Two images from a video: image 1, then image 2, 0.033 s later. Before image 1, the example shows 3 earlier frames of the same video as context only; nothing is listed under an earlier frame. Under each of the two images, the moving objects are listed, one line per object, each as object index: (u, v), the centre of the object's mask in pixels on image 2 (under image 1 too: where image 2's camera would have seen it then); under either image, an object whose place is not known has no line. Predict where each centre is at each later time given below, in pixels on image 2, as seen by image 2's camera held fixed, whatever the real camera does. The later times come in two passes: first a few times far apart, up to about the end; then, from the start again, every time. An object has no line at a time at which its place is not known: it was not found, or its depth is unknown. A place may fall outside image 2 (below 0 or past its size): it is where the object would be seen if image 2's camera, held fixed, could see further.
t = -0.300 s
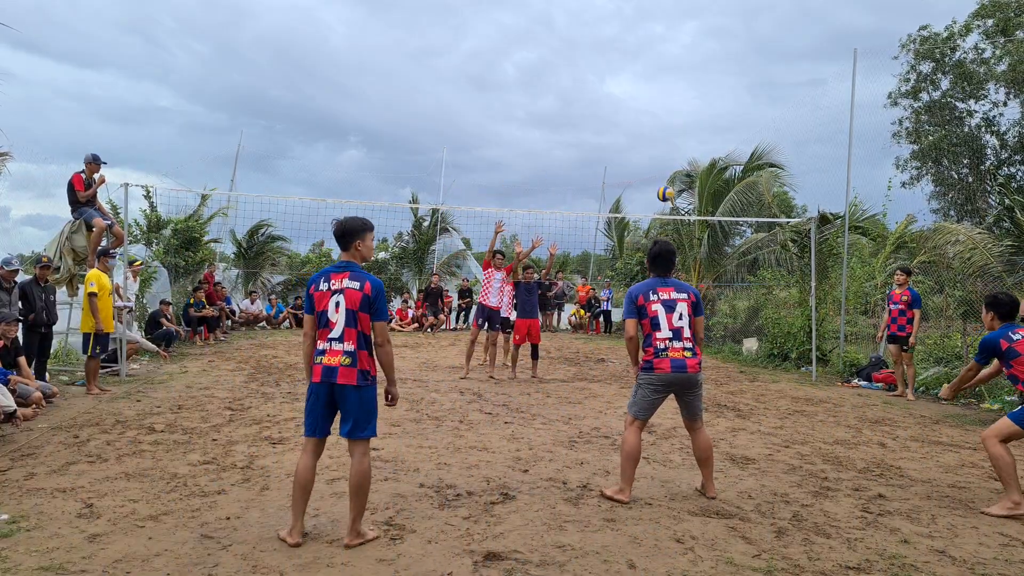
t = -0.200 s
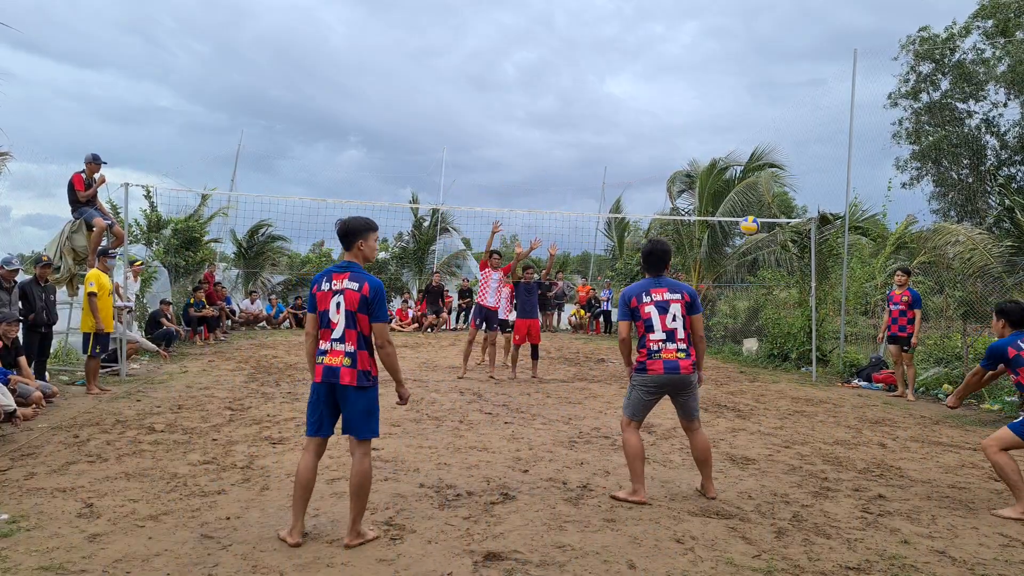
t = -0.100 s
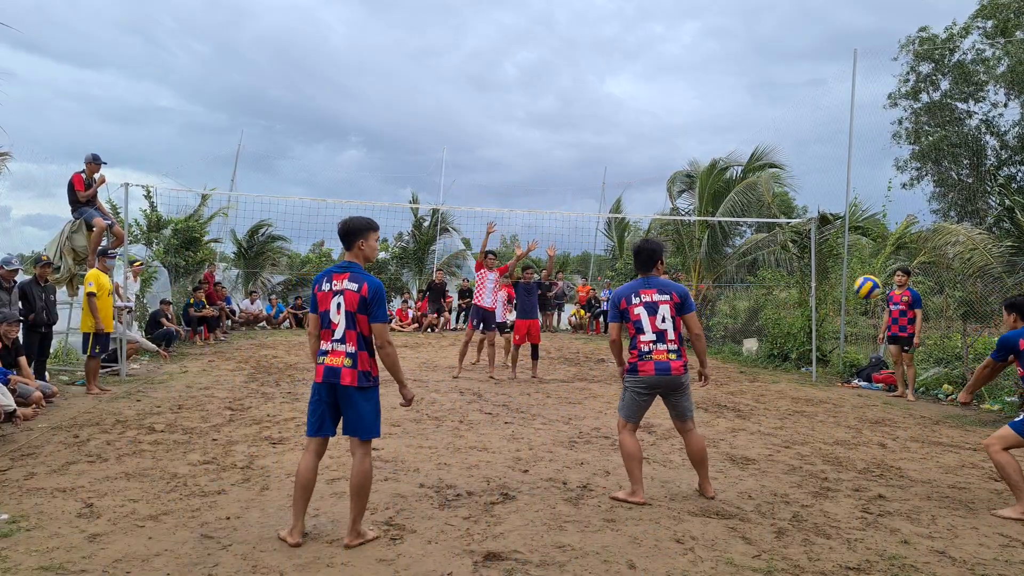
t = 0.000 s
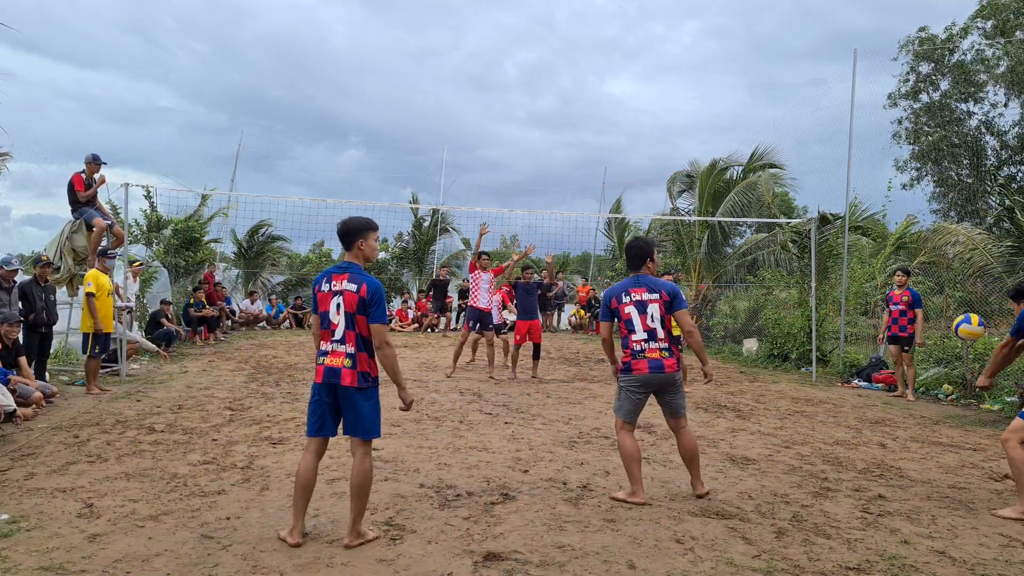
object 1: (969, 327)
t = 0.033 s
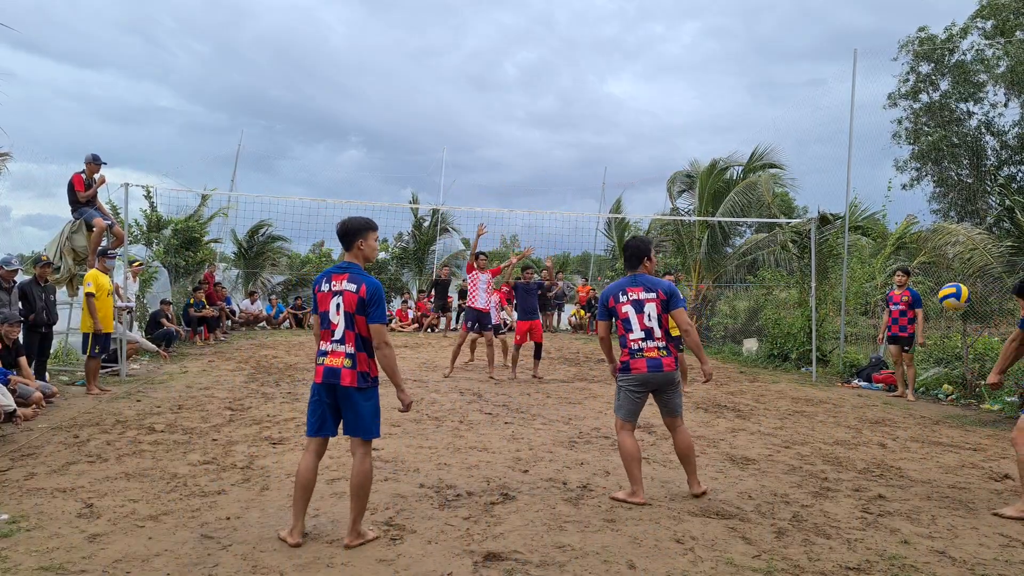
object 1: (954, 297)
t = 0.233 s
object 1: (876, 161)
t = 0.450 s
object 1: (809, 89)
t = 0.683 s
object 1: (749, 74)
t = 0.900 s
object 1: (702, 106)
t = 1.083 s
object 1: (667, 160)
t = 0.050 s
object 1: (947, 282)
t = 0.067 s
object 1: (940, 268)
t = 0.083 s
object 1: (933, 255)
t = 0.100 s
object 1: (926, 242)
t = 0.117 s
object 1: (919, 231)
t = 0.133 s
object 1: (913, 219)
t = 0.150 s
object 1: (907, 209)
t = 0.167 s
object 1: (900, 199)
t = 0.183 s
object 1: (893, 188)
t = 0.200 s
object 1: (888, 179)
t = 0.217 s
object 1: (882, 170)
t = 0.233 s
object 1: (876, 161)
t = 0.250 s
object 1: (871, 153)
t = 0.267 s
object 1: (865, 145)
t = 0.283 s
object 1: (860, 138)
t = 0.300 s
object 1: (854, 131)
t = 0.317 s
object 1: (849, 125)
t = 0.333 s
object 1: (844, 119)
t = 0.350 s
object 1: (838, 114)
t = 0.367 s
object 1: (833, 108)
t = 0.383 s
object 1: (828, 104)
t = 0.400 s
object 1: (823, 100)
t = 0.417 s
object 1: (818, 95)
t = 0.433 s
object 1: (813, 92)
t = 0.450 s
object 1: (809, 89)
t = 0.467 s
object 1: (804, 85)
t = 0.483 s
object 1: (799, 83)
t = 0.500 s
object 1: (795, 80)
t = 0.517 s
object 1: (790, 79)
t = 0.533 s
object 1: (786, 77)
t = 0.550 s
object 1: (782, 75)
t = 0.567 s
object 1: (777, 74)
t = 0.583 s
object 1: (773, 73)
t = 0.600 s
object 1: (769, 72)
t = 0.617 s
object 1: (765, 72)
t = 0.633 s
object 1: (761, 72)
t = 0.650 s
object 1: (757, 73)
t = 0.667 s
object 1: (753, 73)
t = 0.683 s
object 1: (749, 74)
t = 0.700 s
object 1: (745, 75)
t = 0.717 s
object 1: (741, 77)
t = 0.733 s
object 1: (737, 78)
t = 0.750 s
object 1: (733, 80)
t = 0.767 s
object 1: (730, 82)
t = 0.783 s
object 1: (726, 84)
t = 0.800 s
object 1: (723, 87)
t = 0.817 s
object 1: (719, 89)
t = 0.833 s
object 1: (715, 92)
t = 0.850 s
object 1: (712, 95)
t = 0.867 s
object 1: (708, 99)
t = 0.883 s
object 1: (705, 102)
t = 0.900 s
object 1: (702, 106)
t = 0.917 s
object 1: (698, 110)
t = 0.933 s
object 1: (695, 114)
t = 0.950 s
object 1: (691, 118)
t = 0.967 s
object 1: (688, 123)
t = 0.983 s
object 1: (685, 128)
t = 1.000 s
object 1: (682, 132)
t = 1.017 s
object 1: (679, 138)
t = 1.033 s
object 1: (676, 143)
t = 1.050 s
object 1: (673, 148)
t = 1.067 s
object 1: (670, 154)
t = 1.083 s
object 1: (667, 160)
